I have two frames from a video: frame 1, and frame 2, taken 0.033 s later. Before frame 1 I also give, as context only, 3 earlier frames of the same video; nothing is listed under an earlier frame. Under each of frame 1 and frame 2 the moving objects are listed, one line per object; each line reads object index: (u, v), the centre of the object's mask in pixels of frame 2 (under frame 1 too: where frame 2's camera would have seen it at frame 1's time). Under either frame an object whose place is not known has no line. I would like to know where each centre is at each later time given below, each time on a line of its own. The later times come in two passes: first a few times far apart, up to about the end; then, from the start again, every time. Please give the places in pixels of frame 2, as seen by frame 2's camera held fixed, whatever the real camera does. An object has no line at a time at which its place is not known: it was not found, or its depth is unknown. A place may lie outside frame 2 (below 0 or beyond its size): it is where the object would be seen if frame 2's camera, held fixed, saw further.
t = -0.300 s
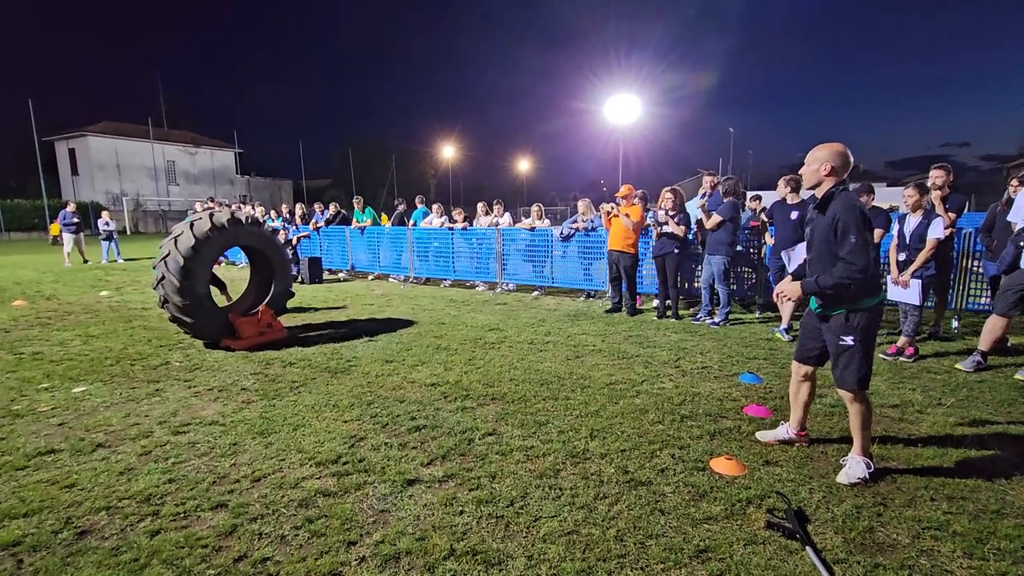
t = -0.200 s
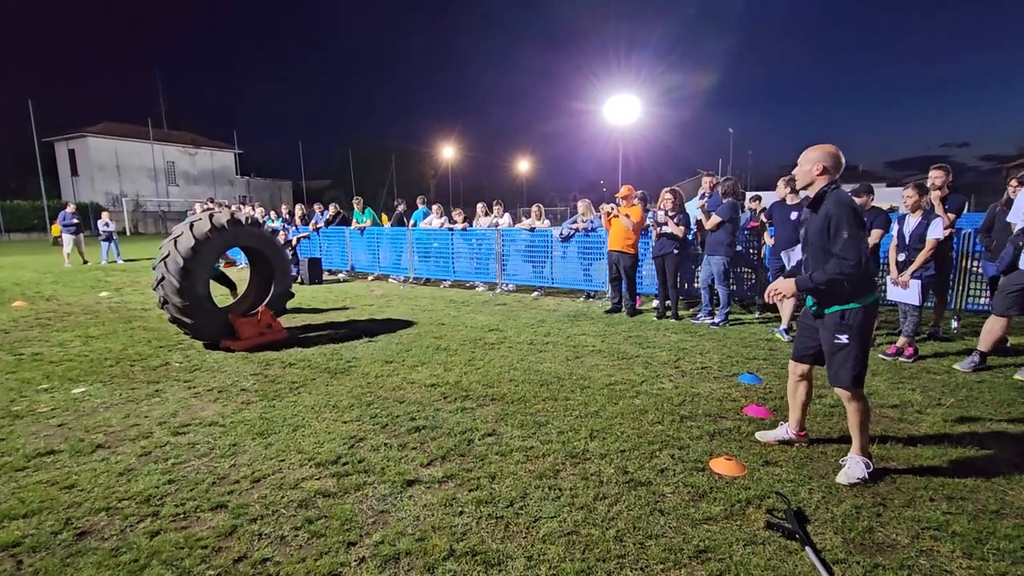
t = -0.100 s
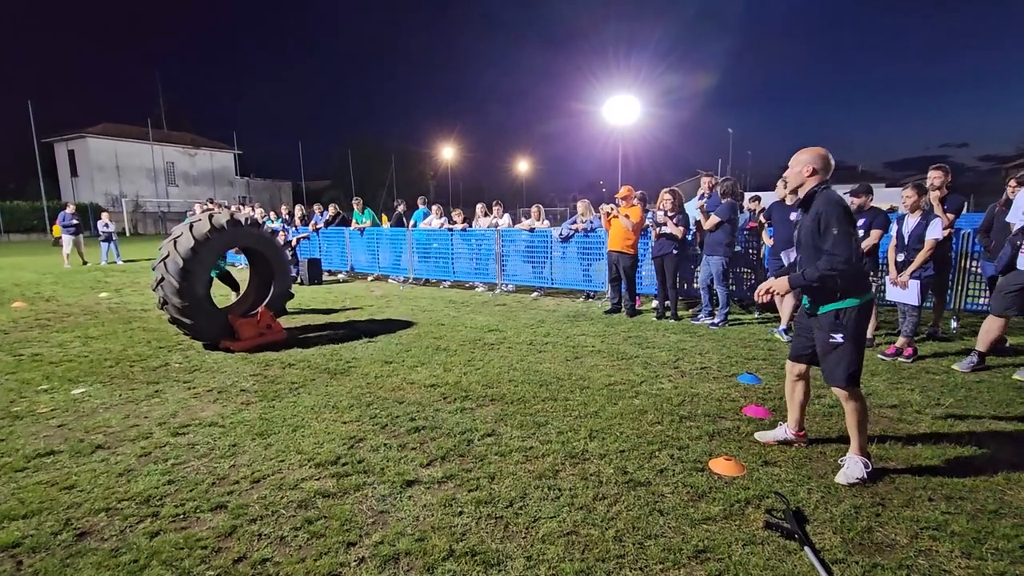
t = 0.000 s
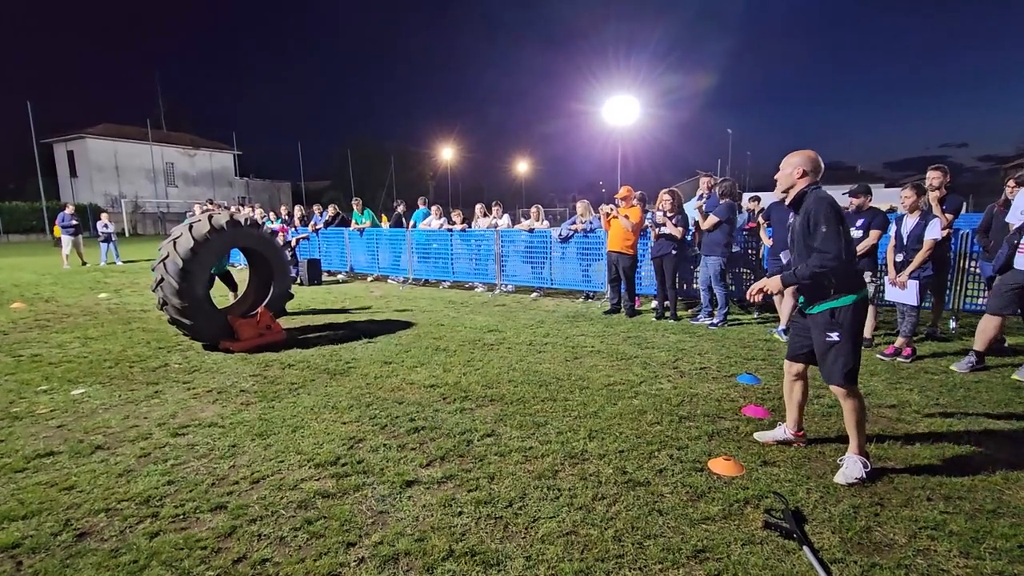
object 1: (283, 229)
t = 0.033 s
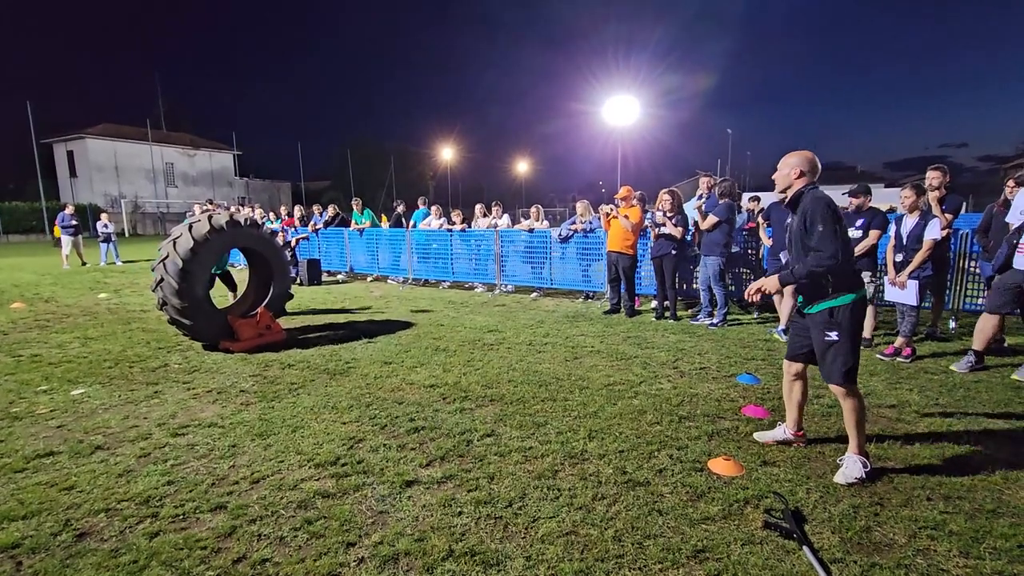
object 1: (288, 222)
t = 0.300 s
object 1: (354, 171)
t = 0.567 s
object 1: (427, 141)
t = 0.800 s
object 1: (494, 134)
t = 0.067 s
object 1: (295, 215)
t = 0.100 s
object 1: (306, 207)
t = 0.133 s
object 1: (312, 200)
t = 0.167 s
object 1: (320, 193)
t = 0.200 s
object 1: (329, 187)
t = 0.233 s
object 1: (338, 182)
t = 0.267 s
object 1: (346, 176)
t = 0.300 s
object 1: (354, 171)
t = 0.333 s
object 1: (364, 166)
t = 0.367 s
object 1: (372, 162)
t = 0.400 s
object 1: (382, 158)
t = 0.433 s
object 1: (391, 154)
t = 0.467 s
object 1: (400, 150)
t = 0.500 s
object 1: (409, 147)
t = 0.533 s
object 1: (418, 144)
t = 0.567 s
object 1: (427, 141)
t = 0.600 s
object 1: (436, 138)
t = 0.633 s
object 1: (446, 136)
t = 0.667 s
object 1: (456, 135)
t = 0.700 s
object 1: (465, 134)
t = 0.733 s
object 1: (475, 134)
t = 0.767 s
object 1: (484, 134)
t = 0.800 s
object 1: (494, 134)
